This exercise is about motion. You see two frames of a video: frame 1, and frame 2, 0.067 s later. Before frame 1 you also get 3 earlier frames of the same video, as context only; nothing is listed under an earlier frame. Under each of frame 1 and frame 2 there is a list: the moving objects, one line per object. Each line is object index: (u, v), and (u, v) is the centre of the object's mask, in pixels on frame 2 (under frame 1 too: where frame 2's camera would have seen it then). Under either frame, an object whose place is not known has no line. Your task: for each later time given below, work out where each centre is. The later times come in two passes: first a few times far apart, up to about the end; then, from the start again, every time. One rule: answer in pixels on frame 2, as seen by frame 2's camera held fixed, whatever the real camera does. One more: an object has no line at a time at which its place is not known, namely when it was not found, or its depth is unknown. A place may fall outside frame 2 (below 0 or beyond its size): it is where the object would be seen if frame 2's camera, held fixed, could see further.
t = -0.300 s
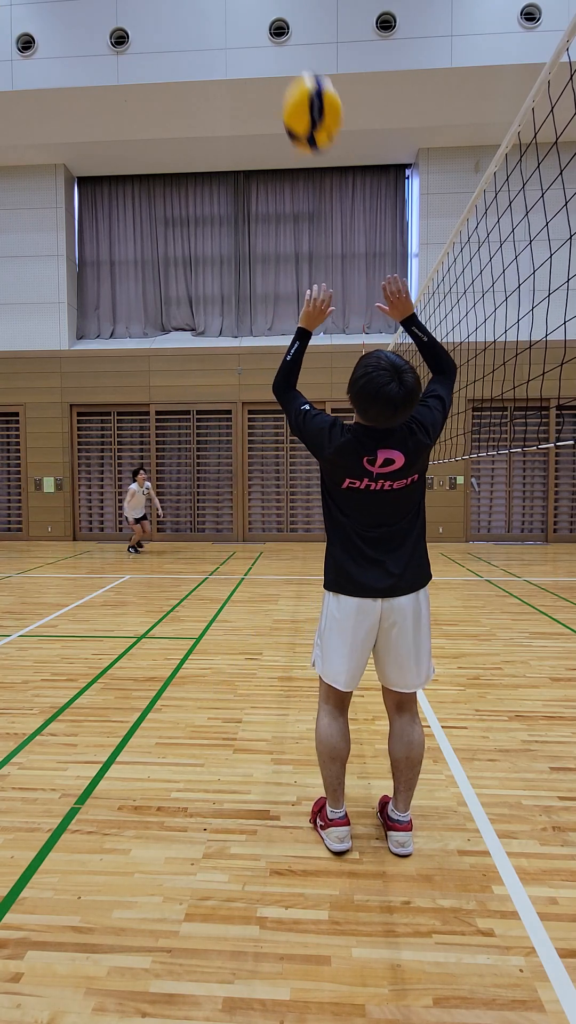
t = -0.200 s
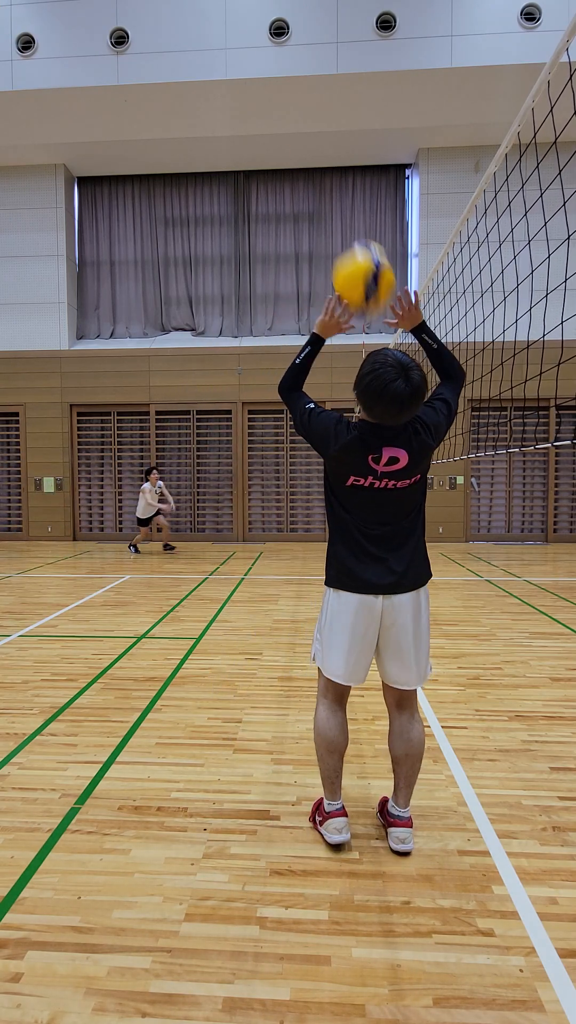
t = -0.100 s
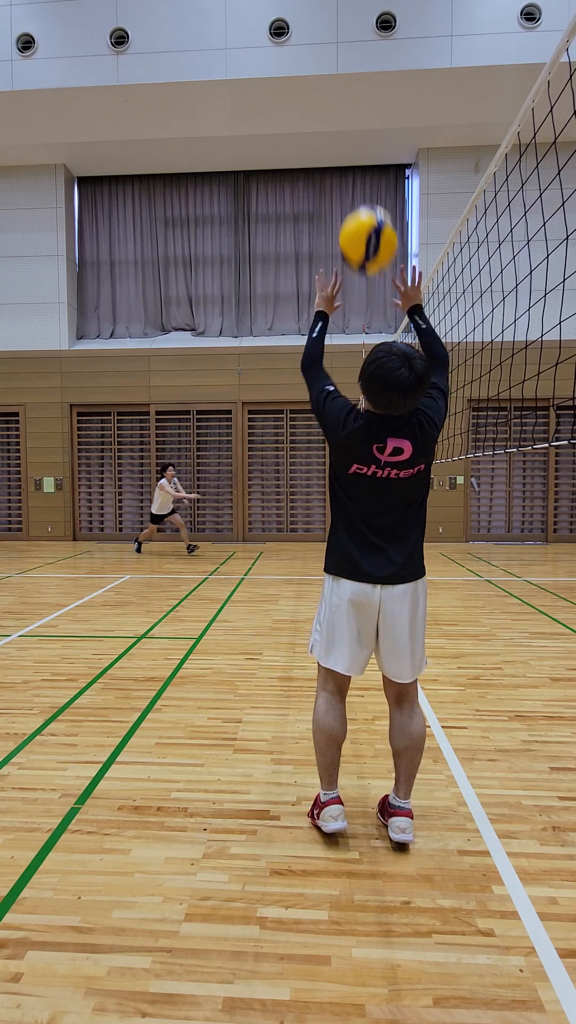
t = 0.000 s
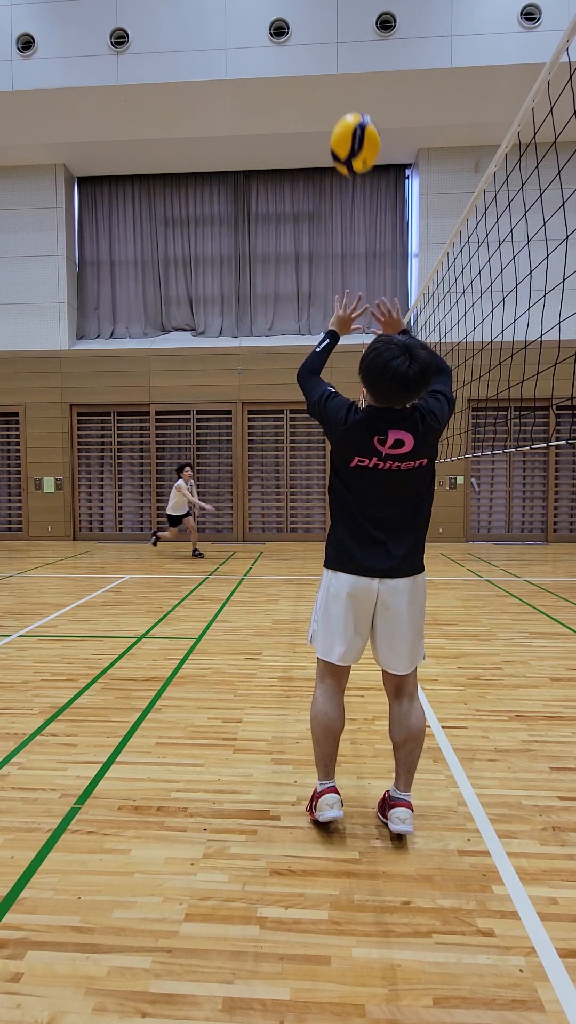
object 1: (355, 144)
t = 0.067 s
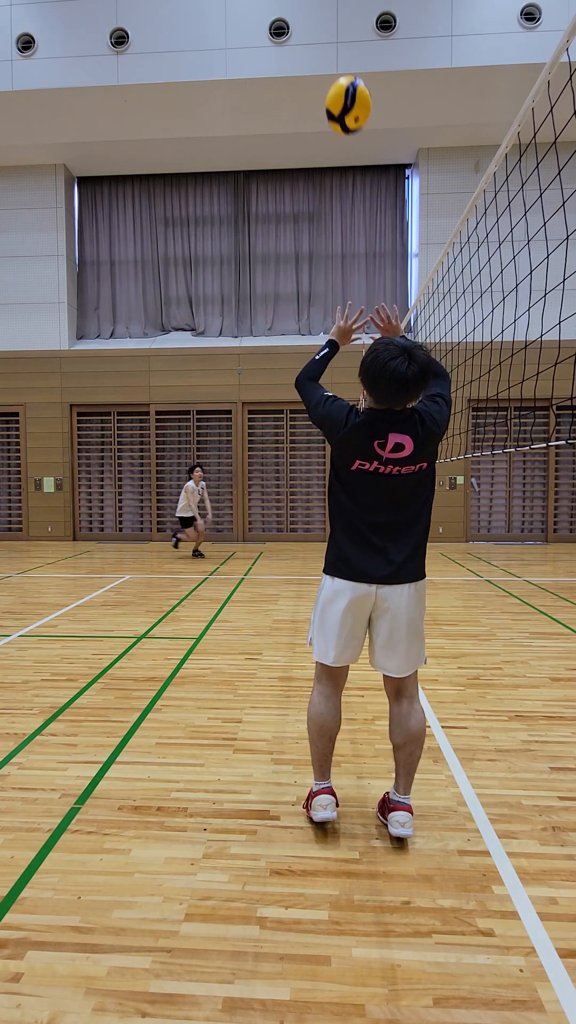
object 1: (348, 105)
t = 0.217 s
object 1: (337, 68)
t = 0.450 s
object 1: (326, 93)
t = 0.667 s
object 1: (319, 170)
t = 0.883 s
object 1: (315, 274)
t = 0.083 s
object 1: (346, 98)
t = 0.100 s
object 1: (345, 92)
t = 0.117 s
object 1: (344, 86)
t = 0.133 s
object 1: (343, 81)
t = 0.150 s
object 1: (341, 77)
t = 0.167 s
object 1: (340, 74)
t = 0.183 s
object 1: (339, 71)
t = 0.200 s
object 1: (338, 69)
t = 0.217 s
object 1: (337, 68)
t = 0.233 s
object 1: (336, 67)
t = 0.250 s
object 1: (335, 66)
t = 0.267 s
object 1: (334, 66)
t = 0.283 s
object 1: (333, 66)
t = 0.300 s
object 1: (332, 67)
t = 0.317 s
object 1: (331, 69)
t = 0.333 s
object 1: (331, 71)
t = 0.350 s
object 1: (330, 73)
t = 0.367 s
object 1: (329, 75)
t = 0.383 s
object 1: (328, 78)
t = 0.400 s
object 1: (328, 82)
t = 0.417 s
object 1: (327, 85)
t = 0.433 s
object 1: (326, 89)
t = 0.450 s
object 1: (326, 93)
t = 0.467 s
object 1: (325, 98)
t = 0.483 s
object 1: (325, 103)
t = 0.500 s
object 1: (324, 108)
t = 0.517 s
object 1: (324, 113)
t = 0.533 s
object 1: (323, 119)
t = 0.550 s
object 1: (323, 124)
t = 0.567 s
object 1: (322, 130)
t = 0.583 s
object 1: (322, 137)
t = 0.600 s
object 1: (321, 143)
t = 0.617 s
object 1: (321, 150)
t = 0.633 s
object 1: (320, 157)
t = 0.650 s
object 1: (320, 163)
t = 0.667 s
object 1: (319, 170)
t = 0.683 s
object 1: (319, 178)
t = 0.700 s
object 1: (318, 185)
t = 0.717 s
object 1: (318, 192)
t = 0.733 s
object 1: (318, 200)
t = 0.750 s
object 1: (317, 208)
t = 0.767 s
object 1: (317, 216)
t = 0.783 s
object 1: (317, 224)
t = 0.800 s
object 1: (316, 232)
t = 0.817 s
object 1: (316, 240)
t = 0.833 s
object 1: (315, 249)
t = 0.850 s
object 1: (315, 257)
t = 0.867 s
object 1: (315, 266)
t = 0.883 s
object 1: (315, 274)
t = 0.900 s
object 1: (314, 283)
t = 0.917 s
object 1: (314, 292)
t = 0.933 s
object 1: (314, 301)
